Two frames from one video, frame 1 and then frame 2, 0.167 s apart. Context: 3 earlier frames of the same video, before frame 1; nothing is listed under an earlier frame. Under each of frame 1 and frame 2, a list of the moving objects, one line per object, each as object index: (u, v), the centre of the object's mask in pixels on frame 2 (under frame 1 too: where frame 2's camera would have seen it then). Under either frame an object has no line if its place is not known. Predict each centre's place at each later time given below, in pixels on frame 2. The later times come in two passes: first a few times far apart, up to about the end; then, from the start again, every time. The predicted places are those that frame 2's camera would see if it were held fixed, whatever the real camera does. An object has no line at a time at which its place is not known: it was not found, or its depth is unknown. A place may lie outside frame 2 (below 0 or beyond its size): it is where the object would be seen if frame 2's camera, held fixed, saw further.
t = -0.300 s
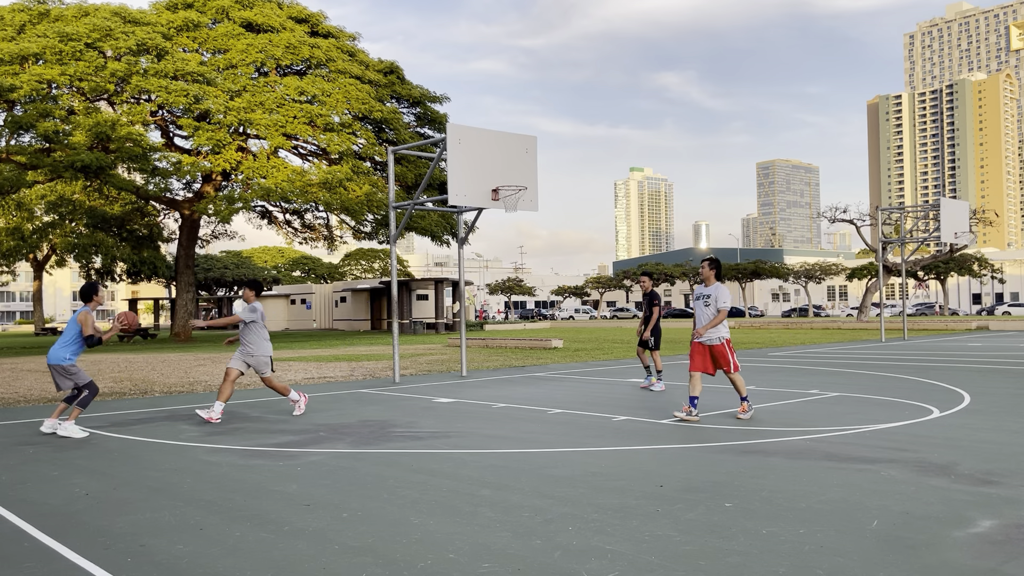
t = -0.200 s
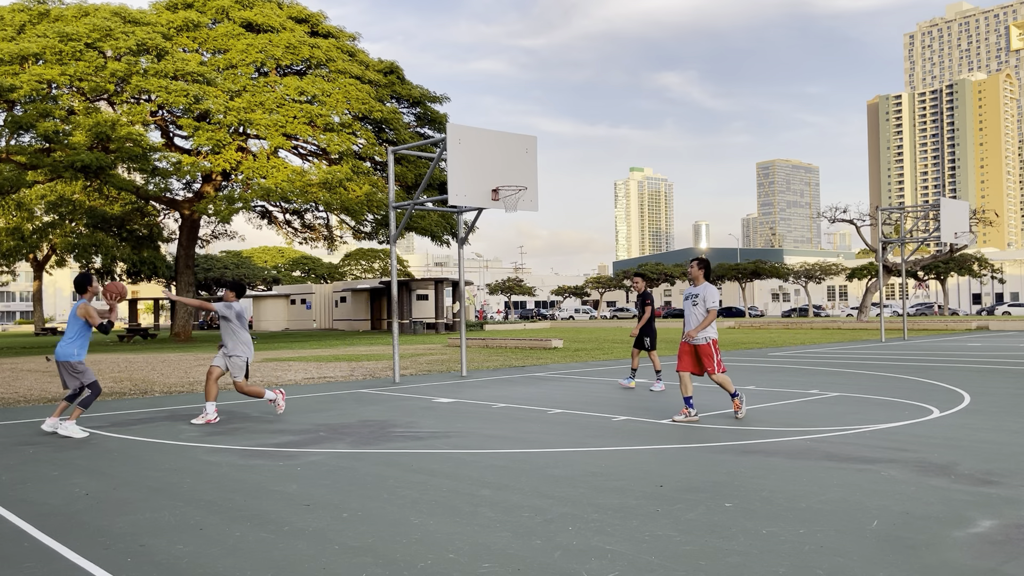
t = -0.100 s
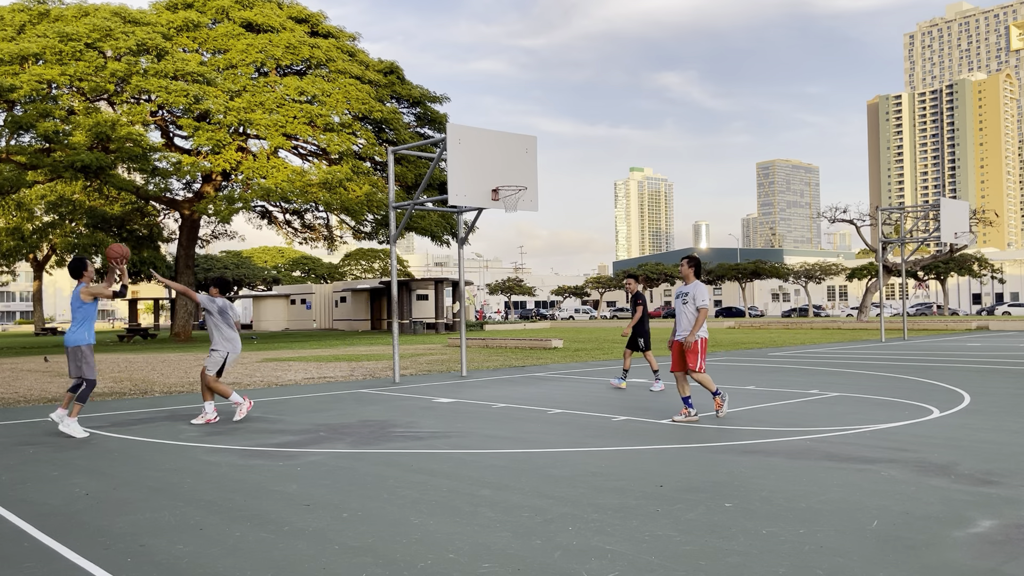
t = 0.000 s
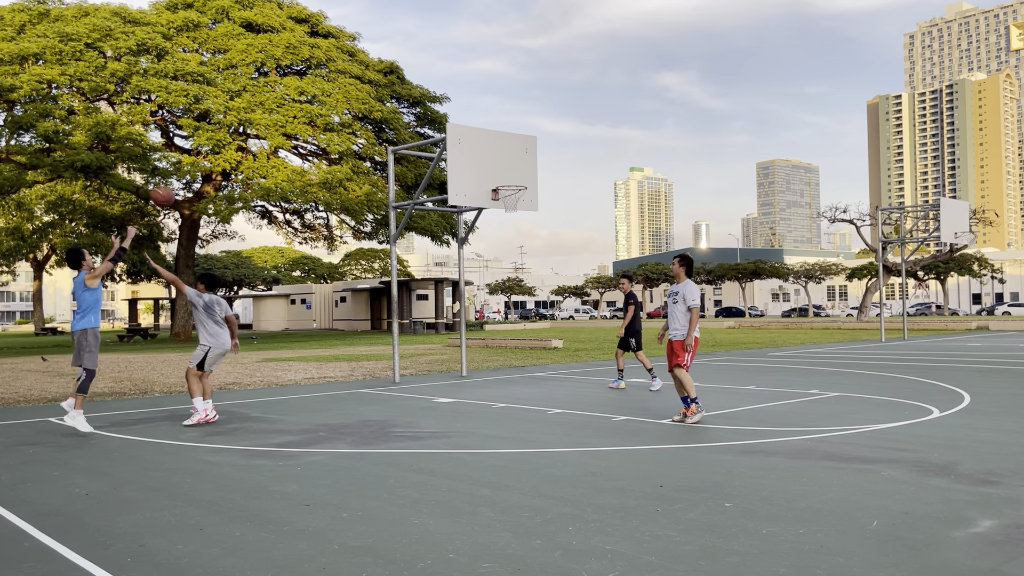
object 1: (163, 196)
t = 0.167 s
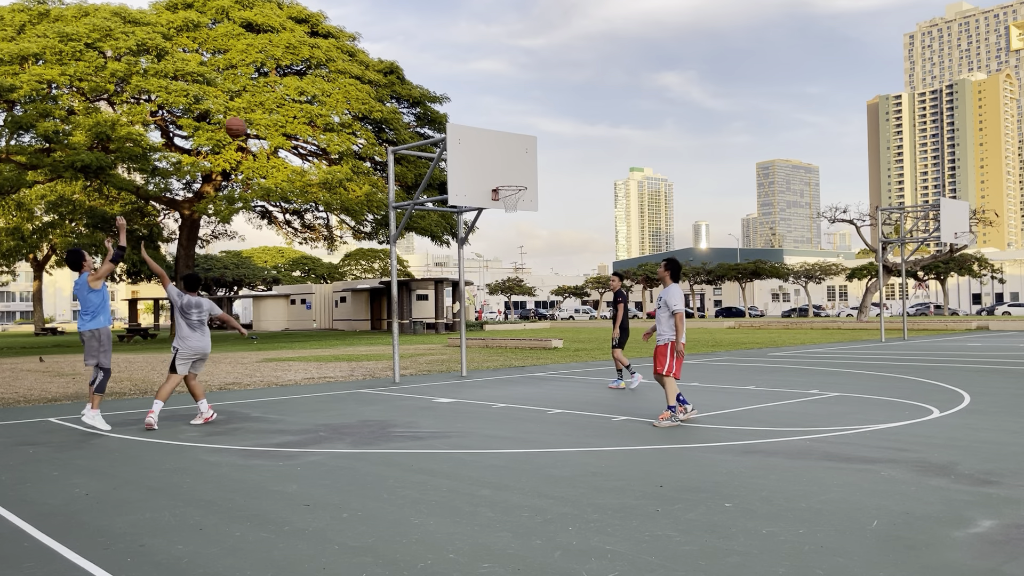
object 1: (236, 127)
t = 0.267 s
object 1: (275, 100)
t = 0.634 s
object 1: (399, 78)
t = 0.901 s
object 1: (474, 121)
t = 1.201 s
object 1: (536, 170)
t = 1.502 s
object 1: (566, 170)
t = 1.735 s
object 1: (589, 207)
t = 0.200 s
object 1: (249, 117)
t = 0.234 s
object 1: (262, 108)
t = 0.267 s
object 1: (275, 100)
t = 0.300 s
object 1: (287, 94)
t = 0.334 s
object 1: (300, 89)
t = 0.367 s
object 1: (311, 84)
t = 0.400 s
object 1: (324, 80)
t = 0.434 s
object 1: (335, 78)
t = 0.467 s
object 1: (346, 76)
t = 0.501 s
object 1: (357, 75)
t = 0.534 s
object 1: (368, 74)
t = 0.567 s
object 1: (379, 75)
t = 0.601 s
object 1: (389, 76)
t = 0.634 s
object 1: (399, 78)
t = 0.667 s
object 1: (409, 82)
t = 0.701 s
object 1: (419, 85)
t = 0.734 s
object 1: (429, 89)
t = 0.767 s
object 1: (438, 94)
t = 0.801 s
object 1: (447, 100)
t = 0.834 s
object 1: (457, 107)
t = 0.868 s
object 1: (466, 114)
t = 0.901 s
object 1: (474, 121)
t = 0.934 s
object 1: (483, 129)
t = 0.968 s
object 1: (492, 138)
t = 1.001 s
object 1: (500, 147)
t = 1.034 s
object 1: (508, 157)
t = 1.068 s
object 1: (516, 167)
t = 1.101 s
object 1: (524, 178)
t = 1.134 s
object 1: (529, 178)
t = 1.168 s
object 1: (532, 174)
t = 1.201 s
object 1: (536, 170)
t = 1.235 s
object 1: (539, 167)
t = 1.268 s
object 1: (543, 165)
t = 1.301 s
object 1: (546, 164)
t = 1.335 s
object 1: (549, 163)
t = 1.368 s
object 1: (553, 163)
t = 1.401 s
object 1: (556, 164)
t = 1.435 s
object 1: (560, 165)
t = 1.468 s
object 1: (563, 167)
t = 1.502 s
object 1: (566, 170)
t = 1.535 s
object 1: (570, 173)
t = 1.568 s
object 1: (573, 177)
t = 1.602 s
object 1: (576, 182)
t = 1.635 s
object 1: (580, 187)
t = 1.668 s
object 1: (583, 193)
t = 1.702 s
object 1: (586, 200)
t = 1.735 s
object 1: (589, 207)
